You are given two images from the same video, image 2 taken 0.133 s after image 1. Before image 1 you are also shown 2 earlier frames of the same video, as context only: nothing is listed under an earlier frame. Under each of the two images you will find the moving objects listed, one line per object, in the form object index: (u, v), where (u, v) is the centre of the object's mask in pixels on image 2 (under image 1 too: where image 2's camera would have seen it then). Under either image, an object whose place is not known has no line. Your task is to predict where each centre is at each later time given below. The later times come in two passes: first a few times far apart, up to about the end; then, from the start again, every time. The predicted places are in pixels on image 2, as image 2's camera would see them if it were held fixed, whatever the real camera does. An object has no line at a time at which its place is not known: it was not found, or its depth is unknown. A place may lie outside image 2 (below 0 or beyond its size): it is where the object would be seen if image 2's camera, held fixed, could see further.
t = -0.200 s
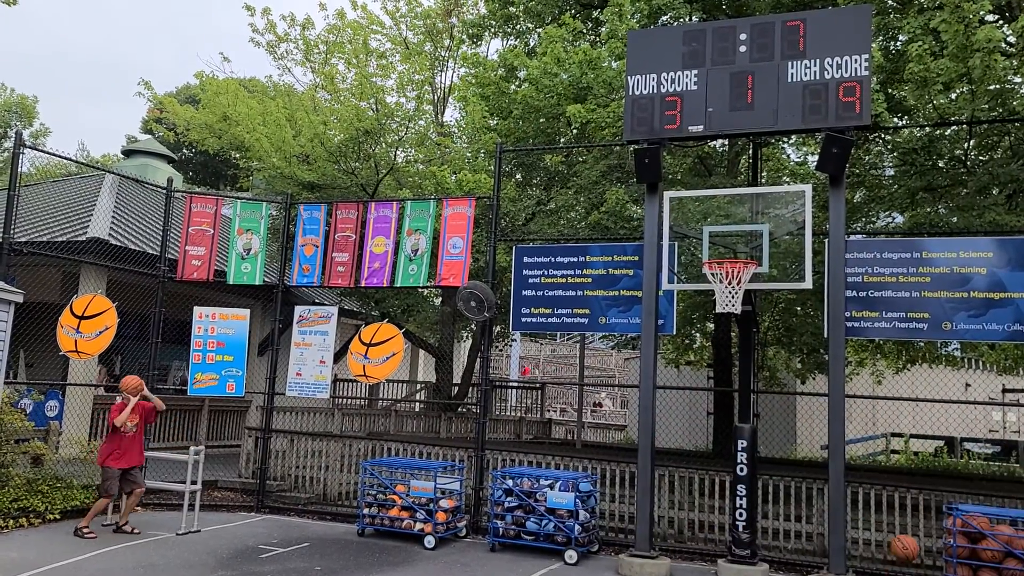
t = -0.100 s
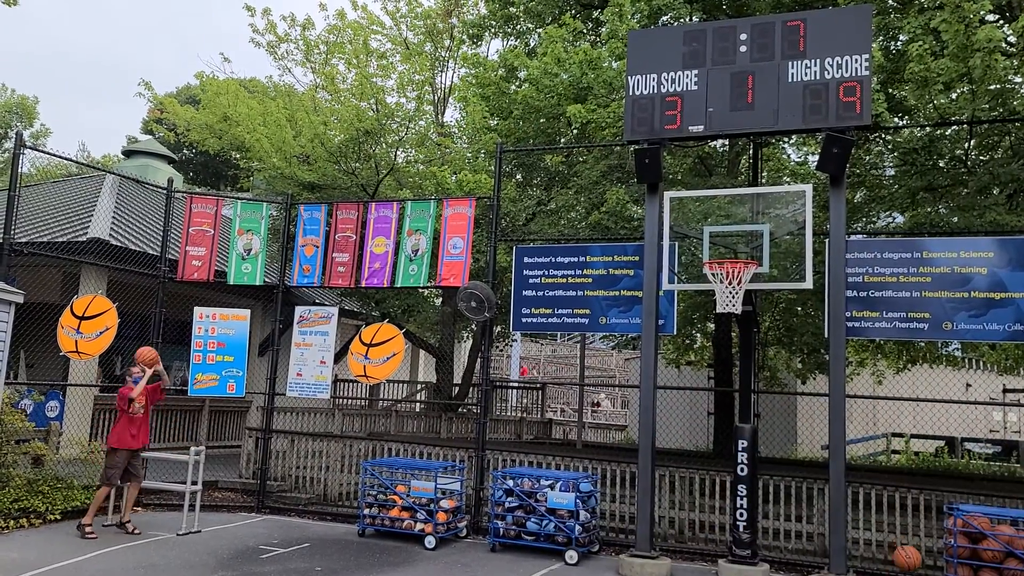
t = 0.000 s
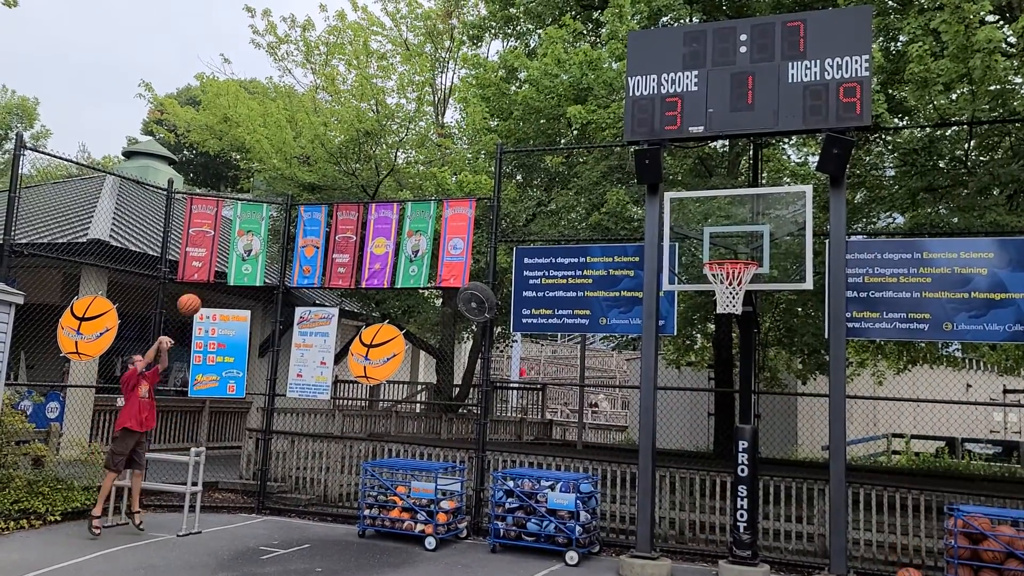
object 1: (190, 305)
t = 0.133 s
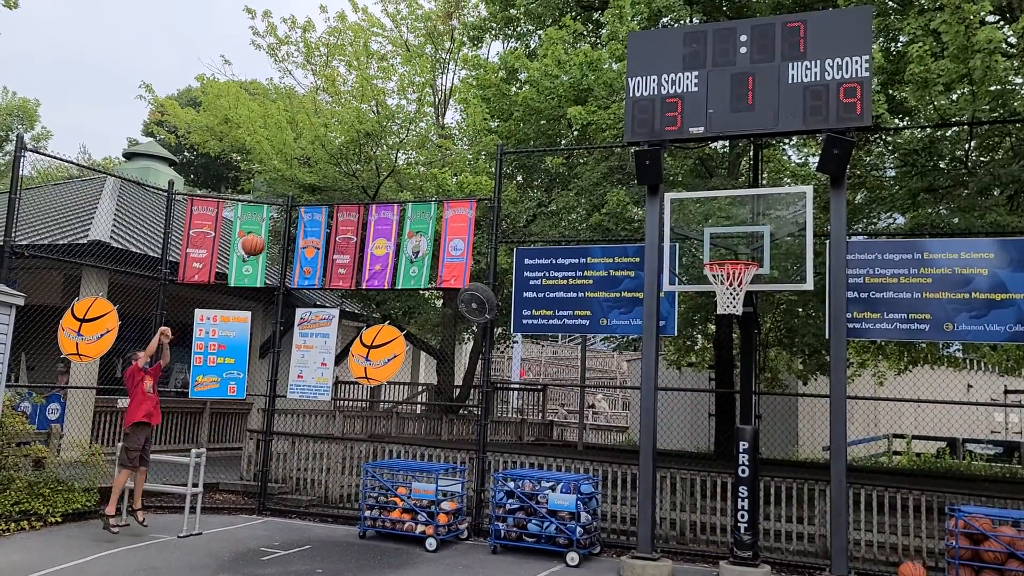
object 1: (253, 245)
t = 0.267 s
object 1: (316, 198)
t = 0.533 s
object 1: (440, 152)
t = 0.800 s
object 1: (569, 167)
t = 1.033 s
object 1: (689, 240)
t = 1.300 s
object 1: (784, 206)
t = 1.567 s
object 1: (879, 220)
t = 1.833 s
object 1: (984, 318)
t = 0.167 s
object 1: (269, 232)
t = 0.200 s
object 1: (285, 220)
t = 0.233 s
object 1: (300, 209)
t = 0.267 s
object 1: (316, 198)
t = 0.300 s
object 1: (331, 190)
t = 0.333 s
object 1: (346, 181)
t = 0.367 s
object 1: (362, 174)
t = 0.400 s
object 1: (378, 168)
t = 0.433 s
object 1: (393, 162)
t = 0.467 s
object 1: (409, 158)
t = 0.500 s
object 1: (425, 155)
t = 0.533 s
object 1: (440, 152)
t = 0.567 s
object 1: (457, 150)
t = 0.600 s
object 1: (472, 149)
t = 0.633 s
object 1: (488, 150)
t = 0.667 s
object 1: (504, 151)
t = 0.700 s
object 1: (520, 154)
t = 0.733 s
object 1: (536, 158)
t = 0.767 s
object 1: (553, 161)
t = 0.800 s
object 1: (569, 167)
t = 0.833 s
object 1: (586, 174)
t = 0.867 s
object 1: (603, 182)
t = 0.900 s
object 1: (620, 191)
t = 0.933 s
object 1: (637, 201)
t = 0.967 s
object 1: (654, 213)
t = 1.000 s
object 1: (672, 226)
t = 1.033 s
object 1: (689, 240)
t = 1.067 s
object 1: (705, 253)
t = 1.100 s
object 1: (716, 244)
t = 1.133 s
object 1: (728, 236)
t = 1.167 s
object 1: (739, 227)
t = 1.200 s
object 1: (750, 220)
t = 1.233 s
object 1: (762, 215)
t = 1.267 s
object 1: (773, 210)
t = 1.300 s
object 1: (784, 206)
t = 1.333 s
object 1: (796, 204)
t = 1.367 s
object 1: (807, 203)
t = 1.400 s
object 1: (819, 202)
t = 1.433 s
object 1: (831, 203)
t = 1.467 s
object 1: (843, 206)
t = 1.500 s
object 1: (855, 209)
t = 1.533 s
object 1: (867, 214)
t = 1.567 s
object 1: (879, 220)
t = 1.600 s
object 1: (892, 227)
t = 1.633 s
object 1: (904, 236)
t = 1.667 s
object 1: (917, 246)
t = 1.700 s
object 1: (930, 257)
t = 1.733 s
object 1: (943, 271)
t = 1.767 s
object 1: (956, 285)
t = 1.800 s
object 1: (970, 301)
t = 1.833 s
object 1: (984, 318)
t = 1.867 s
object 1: (997, 337)
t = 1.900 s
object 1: (1009, 357)
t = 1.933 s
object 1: (1016, 378)
